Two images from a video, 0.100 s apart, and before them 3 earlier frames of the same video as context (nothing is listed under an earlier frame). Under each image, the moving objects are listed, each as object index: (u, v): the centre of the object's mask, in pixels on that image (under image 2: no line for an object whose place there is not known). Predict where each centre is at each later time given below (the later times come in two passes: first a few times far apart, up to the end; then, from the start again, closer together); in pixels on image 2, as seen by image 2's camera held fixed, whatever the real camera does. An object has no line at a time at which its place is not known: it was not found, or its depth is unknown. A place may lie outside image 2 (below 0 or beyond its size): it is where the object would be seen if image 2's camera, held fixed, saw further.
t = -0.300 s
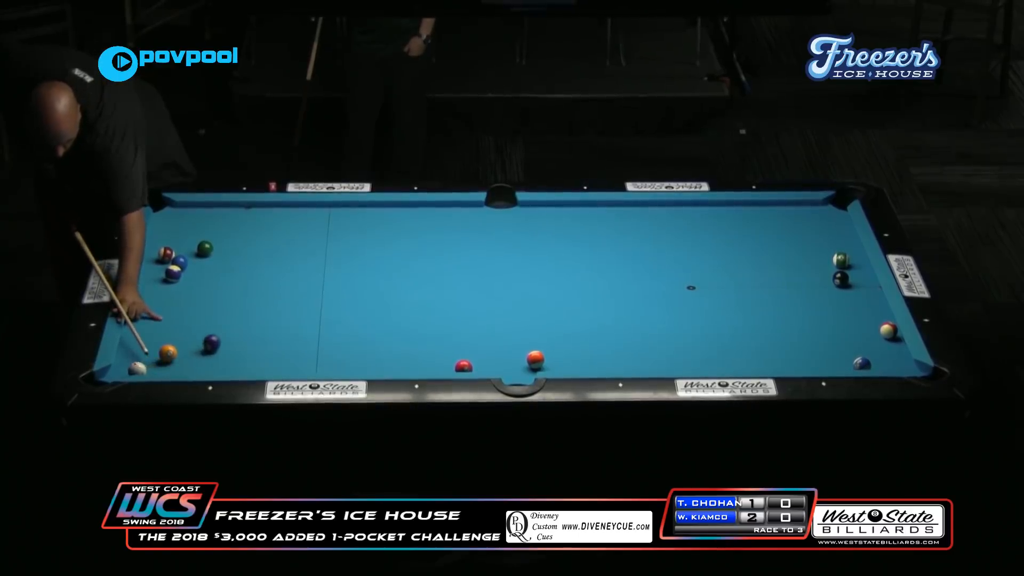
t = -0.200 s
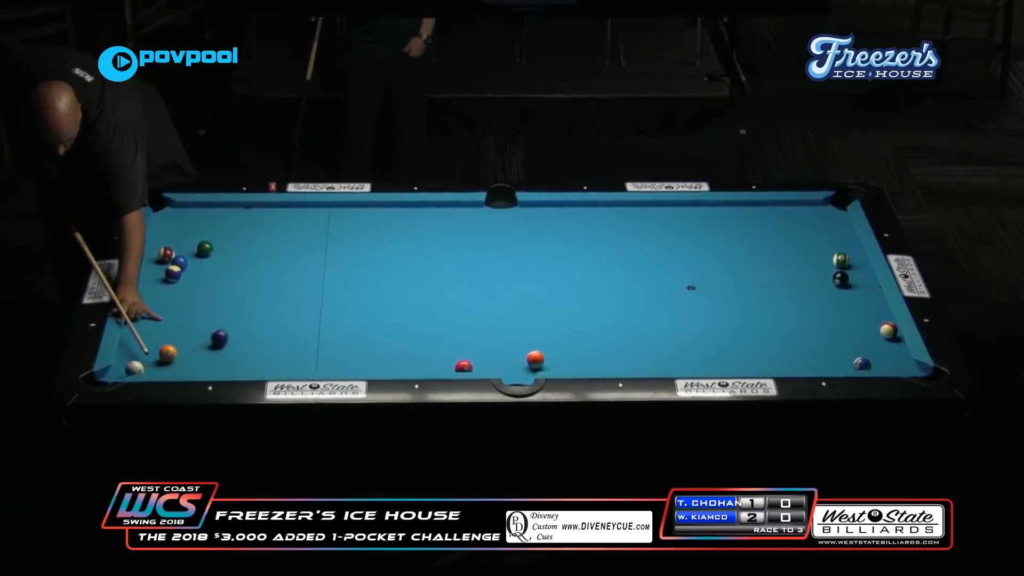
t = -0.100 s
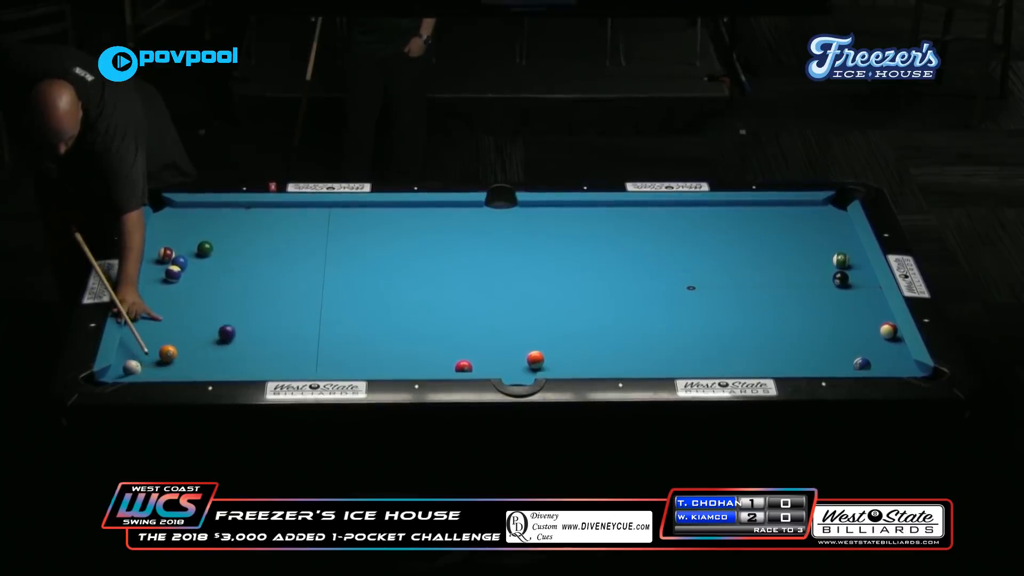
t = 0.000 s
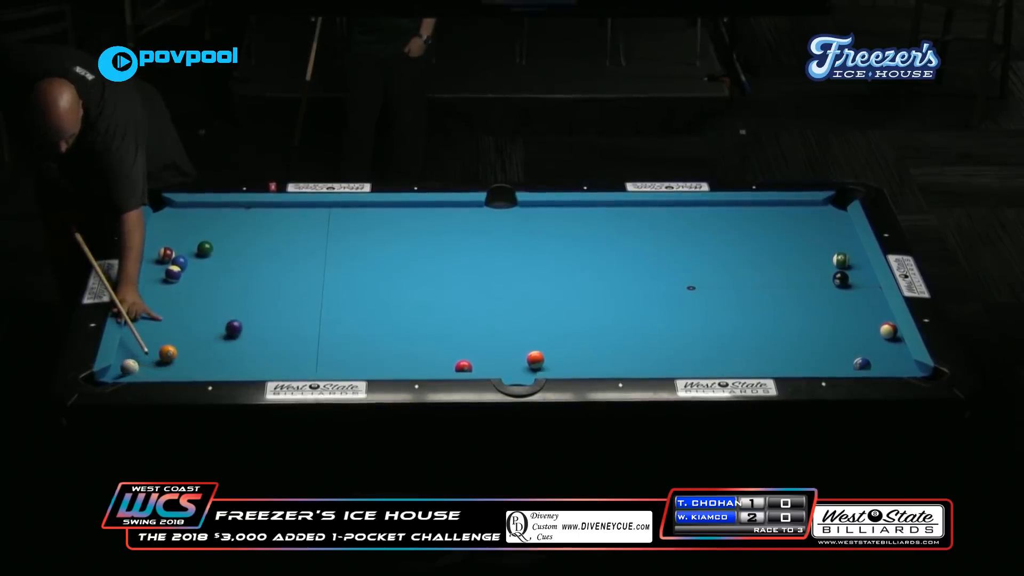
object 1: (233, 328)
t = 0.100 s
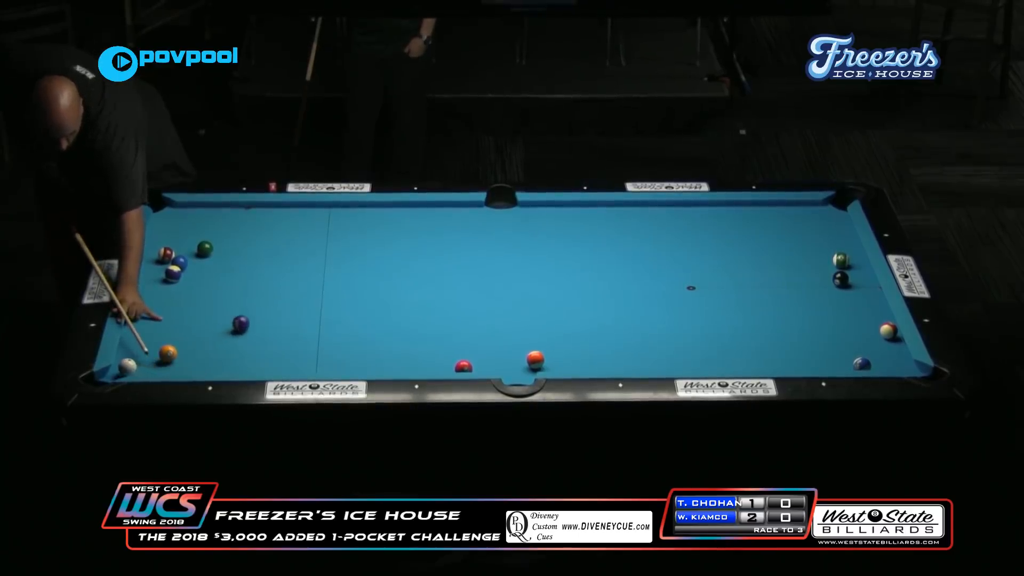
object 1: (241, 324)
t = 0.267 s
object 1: (252, 316)
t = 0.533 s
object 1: (268, 305)
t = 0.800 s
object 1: (283, 295)
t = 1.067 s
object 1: (297, 286)
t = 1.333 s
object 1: (309, 278)
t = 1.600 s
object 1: (320, 270)
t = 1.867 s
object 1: (330, 264)
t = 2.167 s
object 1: (339, 257)
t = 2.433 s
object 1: (346, 252)
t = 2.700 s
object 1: (352, 247)
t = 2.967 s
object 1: (358, 243)
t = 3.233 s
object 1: (362, 239)
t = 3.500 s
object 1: (365, 236)
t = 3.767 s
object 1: (367, 235)
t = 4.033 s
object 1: (369, 233)
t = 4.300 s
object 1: (370, 232)
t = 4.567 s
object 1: (370, 232)
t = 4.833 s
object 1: (370, 232)
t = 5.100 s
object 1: (370, 232)
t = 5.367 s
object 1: (370, 232)
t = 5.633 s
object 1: (370, 232)
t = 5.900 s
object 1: (370, 232)
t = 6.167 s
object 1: (370, 232)
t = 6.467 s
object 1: (370, 232)
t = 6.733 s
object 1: (370, 232)
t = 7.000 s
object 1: (370, 232)
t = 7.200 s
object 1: (370, 232)
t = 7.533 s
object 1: (370, 233)
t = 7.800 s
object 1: (370, 233)
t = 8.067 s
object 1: (370, 232)
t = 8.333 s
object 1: (370, 232)
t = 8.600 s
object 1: (370, 233)
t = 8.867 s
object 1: (370, 233)
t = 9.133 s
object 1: (370, 233)
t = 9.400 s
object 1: (370, 232)
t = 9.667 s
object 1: (370, 232)
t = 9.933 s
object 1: (370, 233)
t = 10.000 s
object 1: (370, 232)
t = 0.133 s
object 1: (243, 322)
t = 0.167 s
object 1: (245, 321)
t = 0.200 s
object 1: (247, 319)
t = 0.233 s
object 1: (249, 318)
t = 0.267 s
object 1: (252, 316)
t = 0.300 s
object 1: (254, 315)
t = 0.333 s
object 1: (256, 313)
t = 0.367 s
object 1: (258, 312)
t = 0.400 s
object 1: (260, 311)
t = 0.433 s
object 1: (262, 309)
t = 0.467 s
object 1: (264, 308)
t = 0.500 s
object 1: (266, 307)
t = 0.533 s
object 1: (268, 305)
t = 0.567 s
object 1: (270, 304)
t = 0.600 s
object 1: (272, 303)
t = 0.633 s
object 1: (274, 301)
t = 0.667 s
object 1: (276, 300)
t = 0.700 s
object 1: (278, 299)
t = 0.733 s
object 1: (280, 298)
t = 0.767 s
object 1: (281, 296)
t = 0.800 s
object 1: (283, 295)
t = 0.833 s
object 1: (285, 294)
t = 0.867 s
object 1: (287, 293)
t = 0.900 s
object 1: (289, 292)
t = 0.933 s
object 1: (290, 291)
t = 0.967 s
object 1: (292, 289)
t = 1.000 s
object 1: (293, 288)
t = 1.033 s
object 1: (295, 287)
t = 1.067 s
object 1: (297, 286)
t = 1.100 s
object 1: (298, 285)
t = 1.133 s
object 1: (300, 284)
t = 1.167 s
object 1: (302, 283)
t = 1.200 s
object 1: (303, 282)
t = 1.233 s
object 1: (305, 281)
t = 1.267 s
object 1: (306, 280)
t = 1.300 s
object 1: (308, 279)
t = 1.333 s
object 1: (309, 278)
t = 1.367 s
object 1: (310, 277)
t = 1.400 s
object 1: (312, 276)
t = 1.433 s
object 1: (313, 275)
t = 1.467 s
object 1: (315, 274)
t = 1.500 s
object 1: (316, 273)
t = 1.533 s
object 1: (317, 272)
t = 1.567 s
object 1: (318, 271)
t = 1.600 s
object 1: (320, 270)
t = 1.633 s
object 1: (321, 269)
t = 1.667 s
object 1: (322, 269)
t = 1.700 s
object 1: (324, 268)
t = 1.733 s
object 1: (325, 267)
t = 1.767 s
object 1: (326, 266)
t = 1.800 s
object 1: (327, 265)
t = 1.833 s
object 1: (329, 264)
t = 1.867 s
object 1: (330, 264)
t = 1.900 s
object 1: (331, 263)
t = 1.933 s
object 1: (332, 262)
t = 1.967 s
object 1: (333, 261)
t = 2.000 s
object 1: (334, 261)
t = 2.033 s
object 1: (335, 260)
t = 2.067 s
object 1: (336, 259)
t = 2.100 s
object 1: (337, 258)
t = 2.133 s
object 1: (338, 258)
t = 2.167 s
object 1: (339, 257)
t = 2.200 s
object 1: (340, 256)
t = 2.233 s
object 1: (341, 255)
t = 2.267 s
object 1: (342, 255)
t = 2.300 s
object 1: (343, 254)
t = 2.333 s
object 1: (344, 253)
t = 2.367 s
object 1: (345, 253)
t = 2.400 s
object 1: (346, 252)
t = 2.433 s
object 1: (346, 252)
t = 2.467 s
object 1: (347, 251)
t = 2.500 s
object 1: (348, 250)
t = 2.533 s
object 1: (349, 250)
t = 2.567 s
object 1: (350, 249)
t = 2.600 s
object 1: (350, 249)
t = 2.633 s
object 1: (351, 248)
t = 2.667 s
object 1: (352, 247)
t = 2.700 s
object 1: (352, 247)
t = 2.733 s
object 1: (353, 246)
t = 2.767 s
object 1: (354, 245)
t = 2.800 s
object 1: (355, 245)
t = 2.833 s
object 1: (355, 244)
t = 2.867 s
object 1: (356, 244)
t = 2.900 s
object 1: (356, 243)
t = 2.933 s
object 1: (357, 243)
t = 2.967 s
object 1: (358, 243)
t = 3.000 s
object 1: (358, 242)
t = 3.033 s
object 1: (359, 242)
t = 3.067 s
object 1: (359, 241)
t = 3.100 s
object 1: (360, 241)
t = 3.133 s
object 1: (360, 240)
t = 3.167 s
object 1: (361, 240)
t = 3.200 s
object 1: (361, 239)
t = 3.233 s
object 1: (362, 239)
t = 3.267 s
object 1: (362, 239)
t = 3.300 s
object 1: (363, 238)
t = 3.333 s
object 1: (363, 238)
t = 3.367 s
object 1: (363, 238)
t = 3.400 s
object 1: (364, 237)
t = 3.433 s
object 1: (364, 237)
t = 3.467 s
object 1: (365, 237)
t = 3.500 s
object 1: (365, 236)
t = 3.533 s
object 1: (365, 236)
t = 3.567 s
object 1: (366, 236)
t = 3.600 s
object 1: (366, 236)
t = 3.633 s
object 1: (366, 235)
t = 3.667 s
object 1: (367, 235)
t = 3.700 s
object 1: (367, 235)
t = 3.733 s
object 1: (367, 235)
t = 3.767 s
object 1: (367, 235)
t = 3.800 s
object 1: (368, 234)
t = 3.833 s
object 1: (368, 234)
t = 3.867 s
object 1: (368, 234)
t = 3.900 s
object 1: (368, 234)
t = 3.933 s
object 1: (369, 234)
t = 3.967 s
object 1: (369, 233)
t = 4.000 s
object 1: (369, 233)
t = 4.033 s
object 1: (369, 233)
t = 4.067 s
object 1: (369, 233)
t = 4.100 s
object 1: (370, 233)
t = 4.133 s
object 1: (370, 233)
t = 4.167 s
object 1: (370, 233)
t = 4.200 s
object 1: (370, 233)
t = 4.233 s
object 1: (370, 233)
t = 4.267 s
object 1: (370, 232)
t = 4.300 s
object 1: (370, 232)
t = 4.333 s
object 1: (370, 232)
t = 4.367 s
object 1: (370, 232)
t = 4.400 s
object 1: (370, 232)
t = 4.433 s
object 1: (370, 232)
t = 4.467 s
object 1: (370, 232)
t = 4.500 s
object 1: (370, 232)
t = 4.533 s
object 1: (370, 232)
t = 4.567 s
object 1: (370, 232)
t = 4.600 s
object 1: (370, 232)
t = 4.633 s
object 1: (370, 232)
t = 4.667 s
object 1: (370, 232)
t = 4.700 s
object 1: (370, 232)
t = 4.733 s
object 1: (370, 232)
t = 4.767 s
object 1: (370, 232)
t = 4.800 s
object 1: (370, 232)
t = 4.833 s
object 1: (370, 232)
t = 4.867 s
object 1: (370, 232)
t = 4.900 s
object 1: (370, 232)
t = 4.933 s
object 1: (370, 232)
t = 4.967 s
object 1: (370, 232)
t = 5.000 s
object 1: (370, 232)
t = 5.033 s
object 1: (370, 232)
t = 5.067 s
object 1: (370, 232)
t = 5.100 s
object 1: (370, 232)
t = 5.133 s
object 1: (370, 232)
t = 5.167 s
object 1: (370, 232)
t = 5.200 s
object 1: (370, 232)
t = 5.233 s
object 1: (370, 232)
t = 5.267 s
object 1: (370, 232)
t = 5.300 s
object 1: (370, 232)
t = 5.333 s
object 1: (370, 232)
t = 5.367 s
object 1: (370, 232)
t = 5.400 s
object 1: (370, 232)
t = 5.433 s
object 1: (370, 232)
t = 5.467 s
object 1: (370, 232)
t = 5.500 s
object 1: (370, 232)
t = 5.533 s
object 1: (370, 232)
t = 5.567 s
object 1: (370, 232)
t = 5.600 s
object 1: (370, 232)
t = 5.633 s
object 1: (370, 232)
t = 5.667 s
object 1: (370, 232)
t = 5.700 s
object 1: (370, 232)
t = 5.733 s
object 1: (370, 232)
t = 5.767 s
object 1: (370, 232)
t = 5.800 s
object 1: (370, 232)
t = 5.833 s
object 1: (370, 232)
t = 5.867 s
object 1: (370, 232)
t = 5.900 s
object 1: (370, 232)
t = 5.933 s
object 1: (370, 232)
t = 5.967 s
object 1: (370, 232)
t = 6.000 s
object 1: (370, 232)
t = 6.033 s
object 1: (370, 232)
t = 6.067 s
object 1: (370, 232)
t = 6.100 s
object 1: (370, 232)
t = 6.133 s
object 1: (370, 232)
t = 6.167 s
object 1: (370, 232)
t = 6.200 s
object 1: (370, 232)
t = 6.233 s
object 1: (370, 232)
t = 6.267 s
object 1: (370, 232)
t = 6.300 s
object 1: (370, 232)
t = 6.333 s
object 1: (370, 232)
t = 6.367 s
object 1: (370, 232)
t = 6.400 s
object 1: (370, 232)
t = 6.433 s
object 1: (370, 232)
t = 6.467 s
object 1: (370, 232)
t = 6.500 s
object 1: (370, 232)
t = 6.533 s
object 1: (370, 232)
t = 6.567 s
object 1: (370, 232)
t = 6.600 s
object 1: (370, 232)
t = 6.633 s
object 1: (370, 232)
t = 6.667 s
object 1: (370, 232)
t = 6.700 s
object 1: (370, 232)
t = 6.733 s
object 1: (370, 232)
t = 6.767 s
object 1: (370, 232)
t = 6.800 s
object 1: (370, 232)
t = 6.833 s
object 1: (370, 232)
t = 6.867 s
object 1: (370, 232)
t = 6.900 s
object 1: (370, 232)
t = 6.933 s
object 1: (370, 232)
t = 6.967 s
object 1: (370, 232)
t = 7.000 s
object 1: (370, 232)
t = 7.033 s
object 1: (370, 232)
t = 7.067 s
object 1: (370, 232)
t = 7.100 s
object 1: (370, 232)
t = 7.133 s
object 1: (370, 232)
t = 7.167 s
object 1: (370, 232)
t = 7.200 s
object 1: (370, 232)
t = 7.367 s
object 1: (370, 232)
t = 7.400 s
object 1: (370, 232)
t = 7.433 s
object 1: (370, 232)
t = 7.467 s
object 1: (370, 232)
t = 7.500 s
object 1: (370, 233)
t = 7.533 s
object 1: (370, 233)
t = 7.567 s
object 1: (370, 233)
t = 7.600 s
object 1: (370, 233)
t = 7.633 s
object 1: (370, 233)
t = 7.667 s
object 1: (370, 233)
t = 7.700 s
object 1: (370, 233)
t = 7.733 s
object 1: (370, 233)
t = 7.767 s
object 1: (370, 233)
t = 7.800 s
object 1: (370, 233)
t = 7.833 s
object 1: (370, 233)
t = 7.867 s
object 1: (370, 233)
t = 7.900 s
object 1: (370, 232)
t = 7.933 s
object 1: (370, 232)
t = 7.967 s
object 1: (370, 233)
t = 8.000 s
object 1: (370, 232)
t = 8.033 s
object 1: (370, 232)
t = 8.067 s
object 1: (370, 232)
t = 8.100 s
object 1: (370, 232)
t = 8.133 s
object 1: (370, 232)
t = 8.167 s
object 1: (370, 232)
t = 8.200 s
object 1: (370, 232)
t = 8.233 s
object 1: (370, 232)
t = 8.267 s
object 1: (370, 232)
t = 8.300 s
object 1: (370, 232)
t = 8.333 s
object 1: (370, 232)
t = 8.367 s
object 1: (370, 232)
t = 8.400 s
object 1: (370, 232)
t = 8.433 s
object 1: (370, 232)
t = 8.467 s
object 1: (370, 233)
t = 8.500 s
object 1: (370, 232)
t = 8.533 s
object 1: (370, 232)
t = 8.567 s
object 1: (370, 232)
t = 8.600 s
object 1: (370, 233)
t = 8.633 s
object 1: (370, 233)
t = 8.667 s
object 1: (370, 233)
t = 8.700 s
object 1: (370, 233)
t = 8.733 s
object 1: (370, 233)
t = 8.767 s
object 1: (370, 233)
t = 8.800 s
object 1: (370, 233)
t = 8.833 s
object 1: (370, 233)
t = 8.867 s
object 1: (370, 233)
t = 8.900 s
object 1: (370, 233)
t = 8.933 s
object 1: (370, 233)
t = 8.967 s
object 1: (370, 233)
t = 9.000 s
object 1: (370, 233)
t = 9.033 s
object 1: (370, 233)
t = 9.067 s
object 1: (370, 233)
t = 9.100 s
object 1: (370, 233)
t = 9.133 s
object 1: (370, 233)
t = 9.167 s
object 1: (370, 233)
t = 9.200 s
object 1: (370, 232)
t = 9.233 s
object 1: (370, 232)
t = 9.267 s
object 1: (370, 232)
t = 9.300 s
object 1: (370, 232)
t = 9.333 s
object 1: (370, 232)
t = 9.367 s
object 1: (370, 232)
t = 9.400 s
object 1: (370, 232)
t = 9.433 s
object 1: (370, 232)
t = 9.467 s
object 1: (370, 232)
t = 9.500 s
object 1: (370, 233)
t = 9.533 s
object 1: (370, 233)
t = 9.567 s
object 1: (370, 233)
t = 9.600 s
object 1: (370, 232)
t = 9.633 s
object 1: (370, 232)
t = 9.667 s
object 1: (370, 232)
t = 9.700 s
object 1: (370, 232)
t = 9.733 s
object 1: (370, 232)
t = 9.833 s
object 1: (370, 233)
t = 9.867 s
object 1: (370, 232)
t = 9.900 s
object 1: (370, 233)
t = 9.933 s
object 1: (370, 233)
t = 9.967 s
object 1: (370, 232)
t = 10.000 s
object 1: (370, 232)
